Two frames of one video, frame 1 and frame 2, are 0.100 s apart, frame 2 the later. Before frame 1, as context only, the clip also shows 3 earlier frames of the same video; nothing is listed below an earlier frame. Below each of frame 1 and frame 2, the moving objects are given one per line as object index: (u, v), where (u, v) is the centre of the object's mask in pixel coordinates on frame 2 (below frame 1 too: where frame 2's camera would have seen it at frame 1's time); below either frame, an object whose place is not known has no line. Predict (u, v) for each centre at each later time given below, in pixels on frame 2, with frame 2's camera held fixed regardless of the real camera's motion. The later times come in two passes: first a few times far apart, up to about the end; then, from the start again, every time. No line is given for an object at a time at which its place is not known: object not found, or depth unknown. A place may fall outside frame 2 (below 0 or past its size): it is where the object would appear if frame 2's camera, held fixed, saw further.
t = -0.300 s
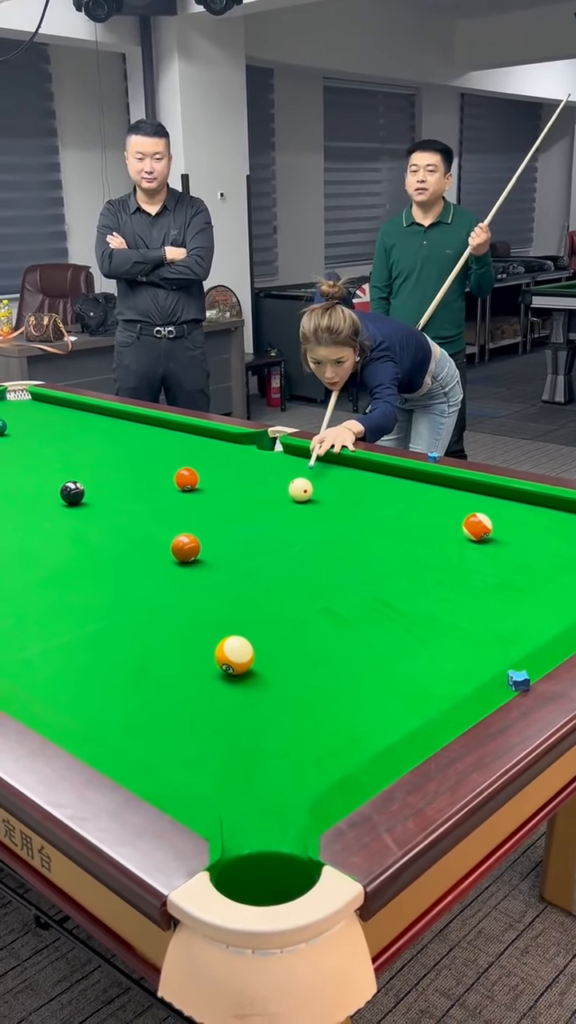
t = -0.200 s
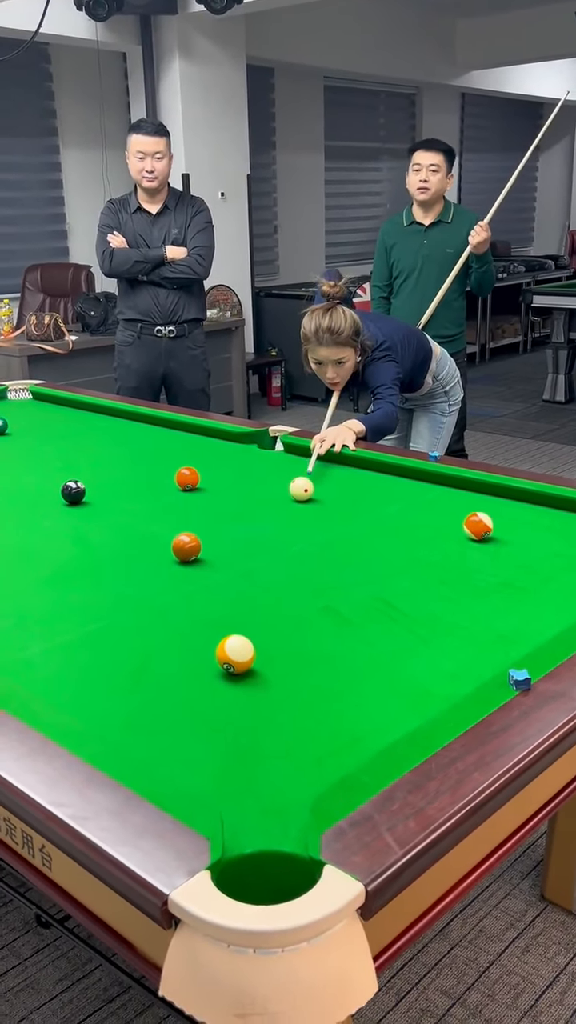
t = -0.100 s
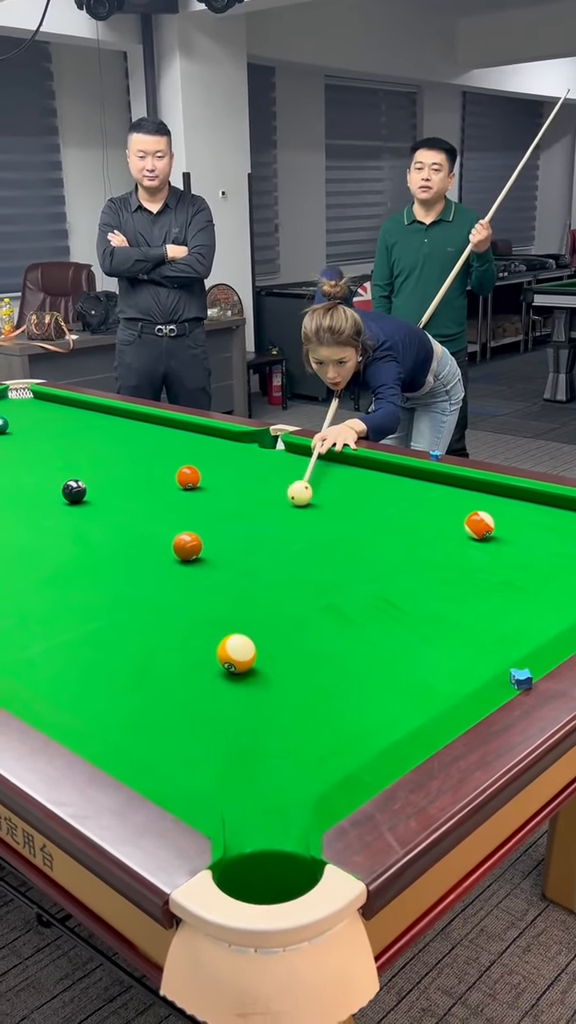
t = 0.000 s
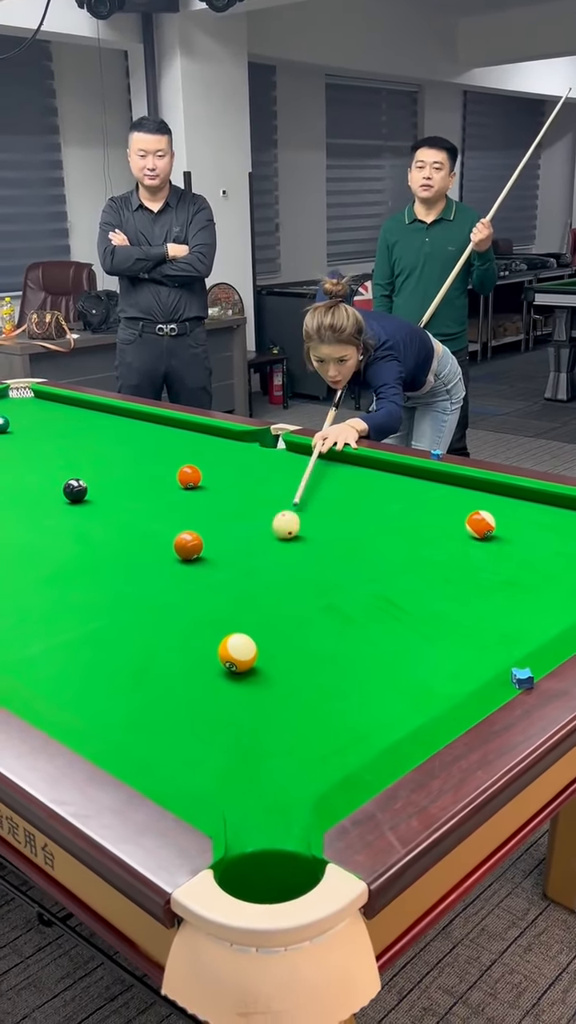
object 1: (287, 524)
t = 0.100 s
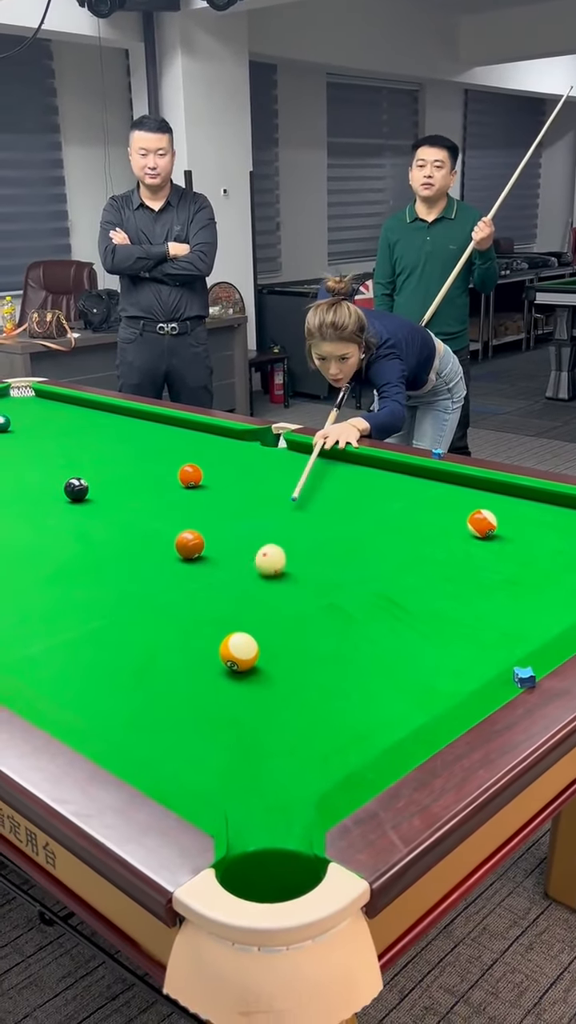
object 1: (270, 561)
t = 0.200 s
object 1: (251, 602)
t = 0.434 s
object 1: (193, 643)
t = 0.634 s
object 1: (143, 654)
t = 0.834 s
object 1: (94, 665)
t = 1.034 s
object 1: (44, 674)
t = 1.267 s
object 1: (43, 664)
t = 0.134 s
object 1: (264, 574)
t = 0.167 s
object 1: (258, 588)
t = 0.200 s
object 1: (251, 602)
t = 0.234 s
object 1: (244, 615)
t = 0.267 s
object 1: (236, 626)
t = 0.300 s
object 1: (226, 634)
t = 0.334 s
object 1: (217, 638)
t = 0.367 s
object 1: (209, 640)
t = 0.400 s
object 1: (201, 641)
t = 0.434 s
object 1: (193, 643)
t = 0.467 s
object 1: (185, 645)
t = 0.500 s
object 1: (176, 647)
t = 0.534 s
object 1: (168, 648)
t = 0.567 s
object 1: (160, 650)
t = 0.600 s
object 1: (152, 652)
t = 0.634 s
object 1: (143, 654)
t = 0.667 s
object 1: (135, 656)
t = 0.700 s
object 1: (126, 657)
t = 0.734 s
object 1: (118, 659)
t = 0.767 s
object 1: (110, 661)
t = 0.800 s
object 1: (101, 663)
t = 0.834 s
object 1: (94, 665)
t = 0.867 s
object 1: (85, 667)
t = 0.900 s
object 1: (77, 668)
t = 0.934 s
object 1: (68, 670)
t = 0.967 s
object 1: (60, 672)
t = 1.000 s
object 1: (52, 673)
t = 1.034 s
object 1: (44, 674)
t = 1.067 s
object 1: (37, 674)
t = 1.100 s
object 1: (33, 674)
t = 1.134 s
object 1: (35, 672)
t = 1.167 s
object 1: (37, 670)
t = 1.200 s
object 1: (39, 668)
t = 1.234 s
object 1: (41, 666)
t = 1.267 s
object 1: (43, 664)
